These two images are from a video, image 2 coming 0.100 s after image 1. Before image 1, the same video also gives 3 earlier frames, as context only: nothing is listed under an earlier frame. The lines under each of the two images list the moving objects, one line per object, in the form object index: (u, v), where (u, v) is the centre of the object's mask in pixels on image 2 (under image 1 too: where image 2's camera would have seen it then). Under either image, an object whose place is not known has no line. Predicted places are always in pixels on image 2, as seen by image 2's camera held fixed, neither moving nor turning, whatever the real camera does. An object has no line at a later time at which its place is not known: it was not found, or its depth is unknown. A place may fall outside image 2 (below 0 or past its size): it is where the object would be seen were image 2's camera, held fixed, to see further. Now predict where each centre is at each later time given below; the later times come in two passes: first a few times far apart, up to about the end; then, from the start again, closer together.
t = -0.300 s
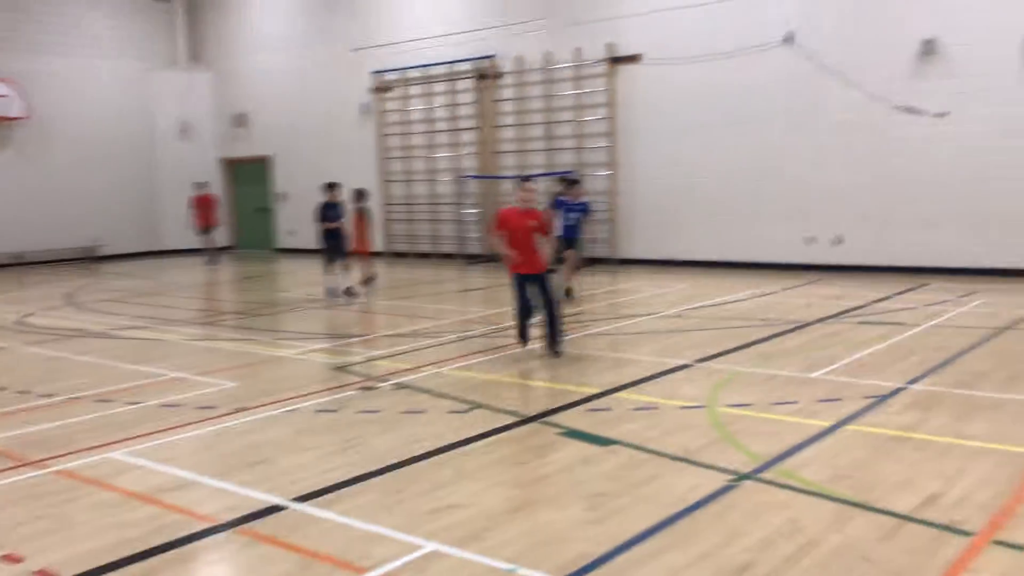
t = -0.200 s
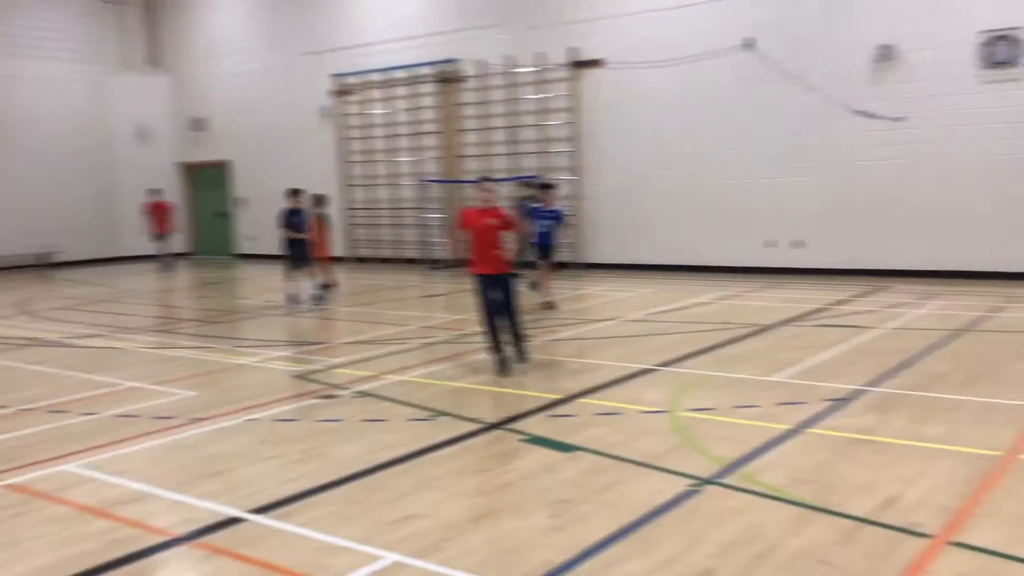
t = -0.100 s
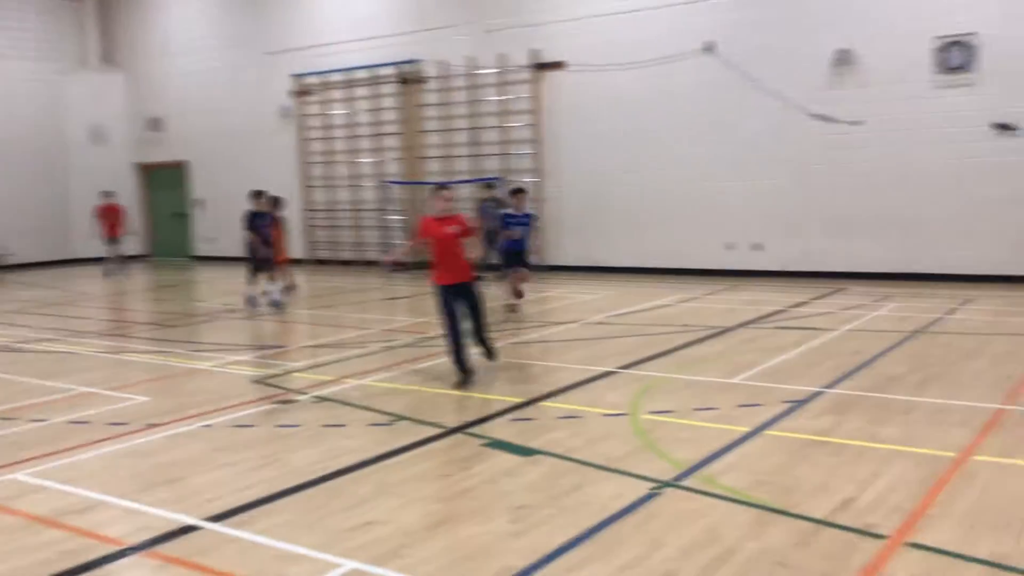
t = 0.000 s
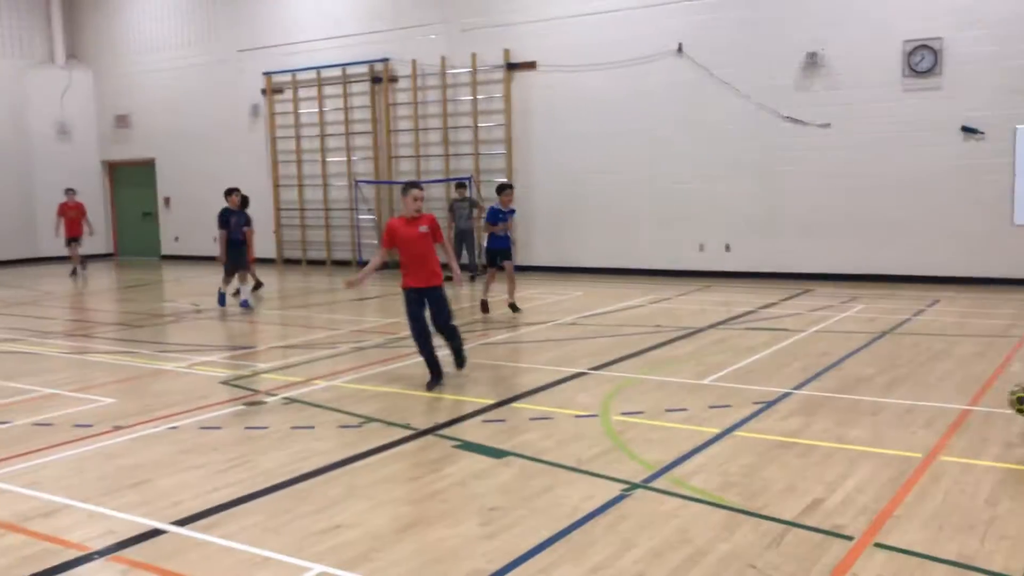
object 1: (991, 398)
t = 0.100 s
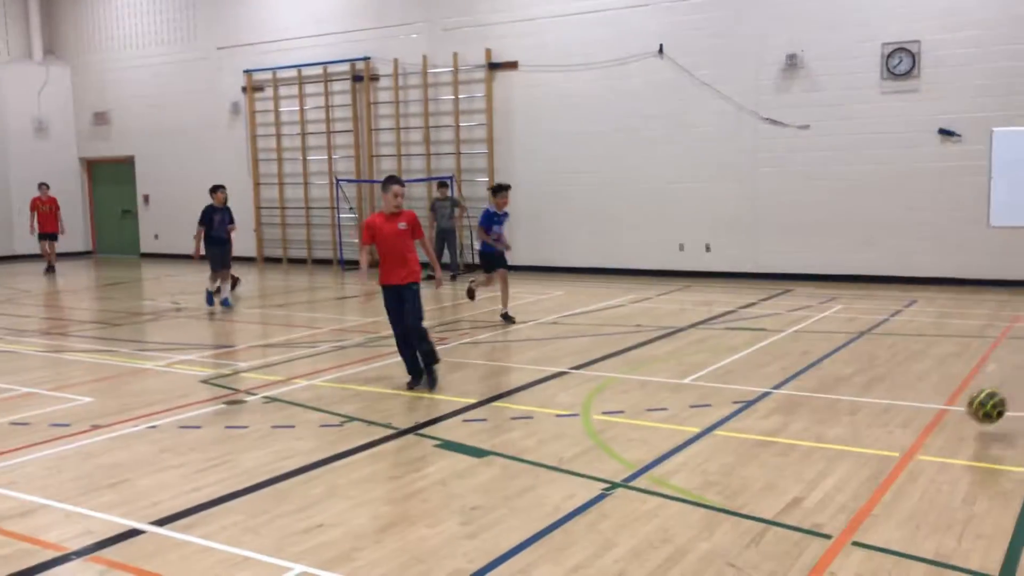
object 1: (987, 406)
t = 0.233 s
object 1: (964, 414)
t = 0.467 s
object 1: (928, 420)
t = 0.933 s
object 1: (857, 418)
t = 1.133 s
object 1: (828, 417)
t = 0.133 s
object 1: (981, 411)
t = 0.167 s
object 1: (974, 420)
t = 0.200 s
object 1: (969, 417)
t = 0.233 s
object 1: (964, 414)
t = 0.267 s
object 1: (959, 413)
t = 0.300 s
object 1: (954, 414)
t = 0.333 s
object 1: (948, 417)
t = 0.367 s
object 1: (944, 420)
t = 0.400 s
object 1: (938, 418)
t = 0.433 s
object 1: (933, 418)
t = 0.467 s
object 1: (928, 420)
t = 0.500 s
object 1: (923, 420)
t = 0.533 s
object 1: (917, 420)
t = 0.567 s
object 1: (912, 420)
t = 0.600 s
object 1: (907, 420)
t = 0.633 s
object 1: (903, 420)
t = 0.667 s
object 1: (897, 420)
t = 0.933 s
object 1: (857, 418)
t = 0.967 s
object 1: (852, 418)
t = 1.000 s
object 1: (847, 418)
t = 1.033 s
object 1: (842, 417)
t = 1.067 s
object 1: (837, 416)
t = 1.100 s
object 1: (832, 417)
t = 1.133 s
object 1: (828, 417)
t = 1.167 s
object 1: (824, 417)
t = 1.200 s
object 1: (819, 416)
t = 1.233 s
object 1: (814, 417)
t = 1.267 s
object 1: (809, 417)
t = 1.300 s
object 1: (804, 415)
